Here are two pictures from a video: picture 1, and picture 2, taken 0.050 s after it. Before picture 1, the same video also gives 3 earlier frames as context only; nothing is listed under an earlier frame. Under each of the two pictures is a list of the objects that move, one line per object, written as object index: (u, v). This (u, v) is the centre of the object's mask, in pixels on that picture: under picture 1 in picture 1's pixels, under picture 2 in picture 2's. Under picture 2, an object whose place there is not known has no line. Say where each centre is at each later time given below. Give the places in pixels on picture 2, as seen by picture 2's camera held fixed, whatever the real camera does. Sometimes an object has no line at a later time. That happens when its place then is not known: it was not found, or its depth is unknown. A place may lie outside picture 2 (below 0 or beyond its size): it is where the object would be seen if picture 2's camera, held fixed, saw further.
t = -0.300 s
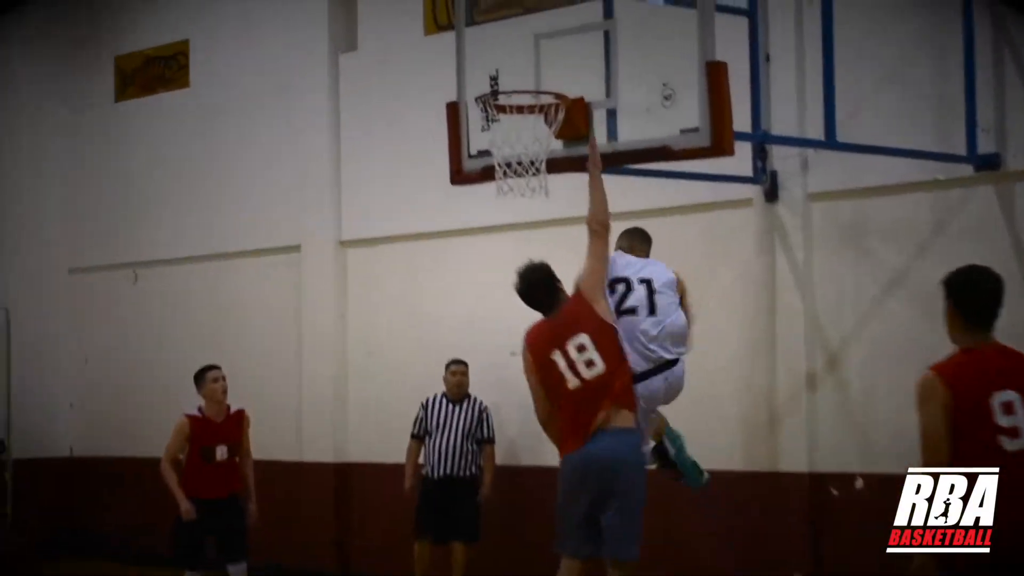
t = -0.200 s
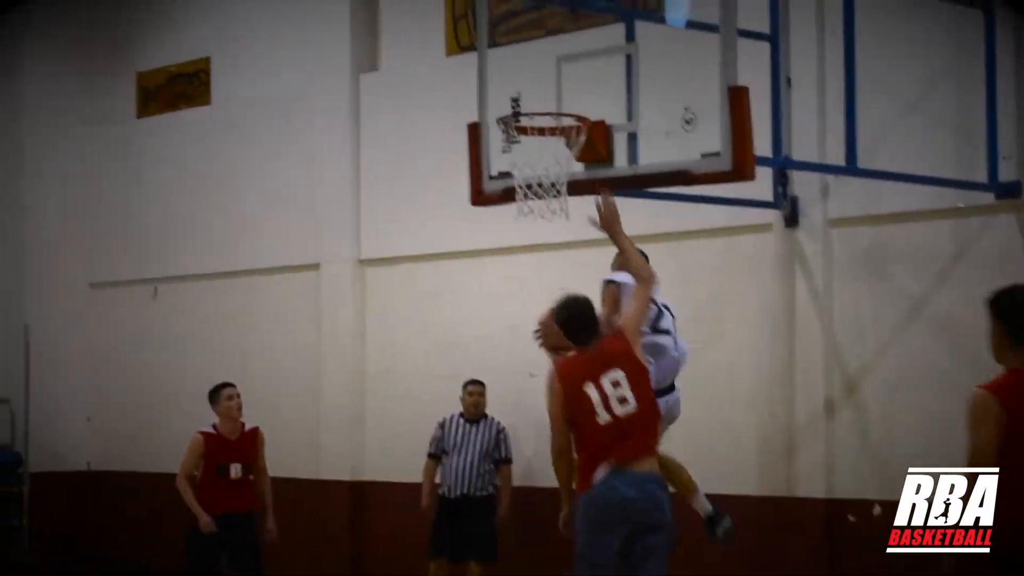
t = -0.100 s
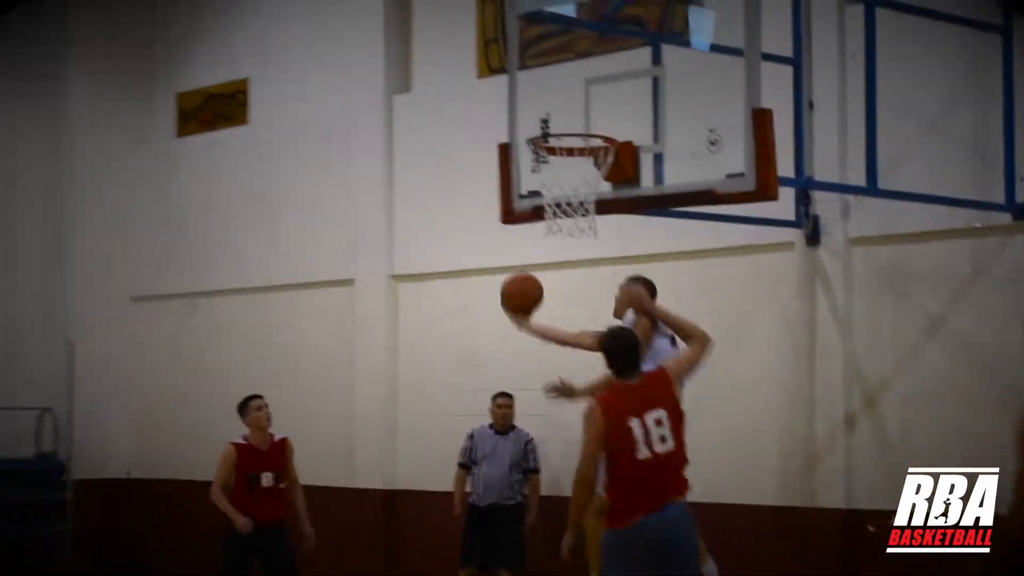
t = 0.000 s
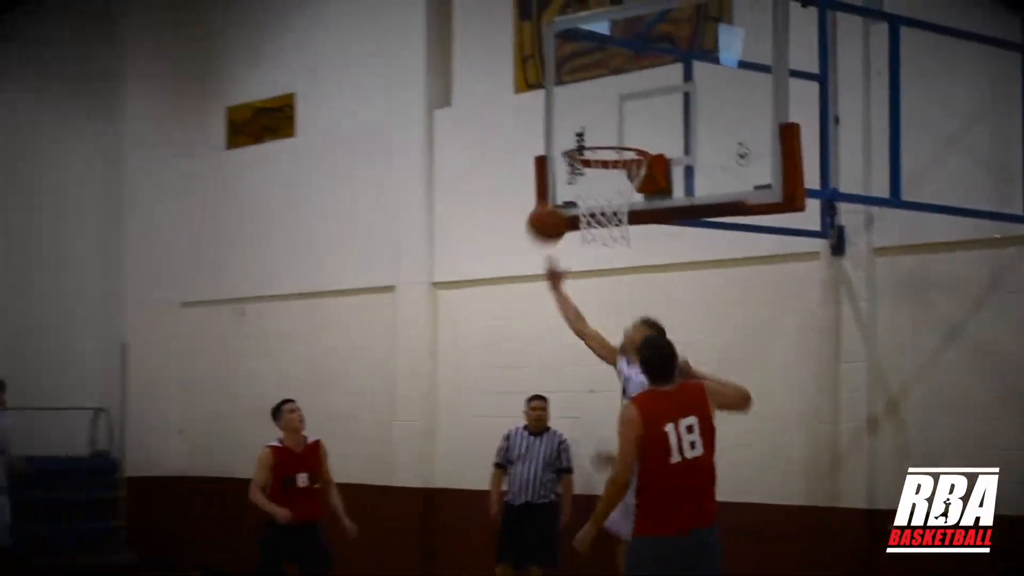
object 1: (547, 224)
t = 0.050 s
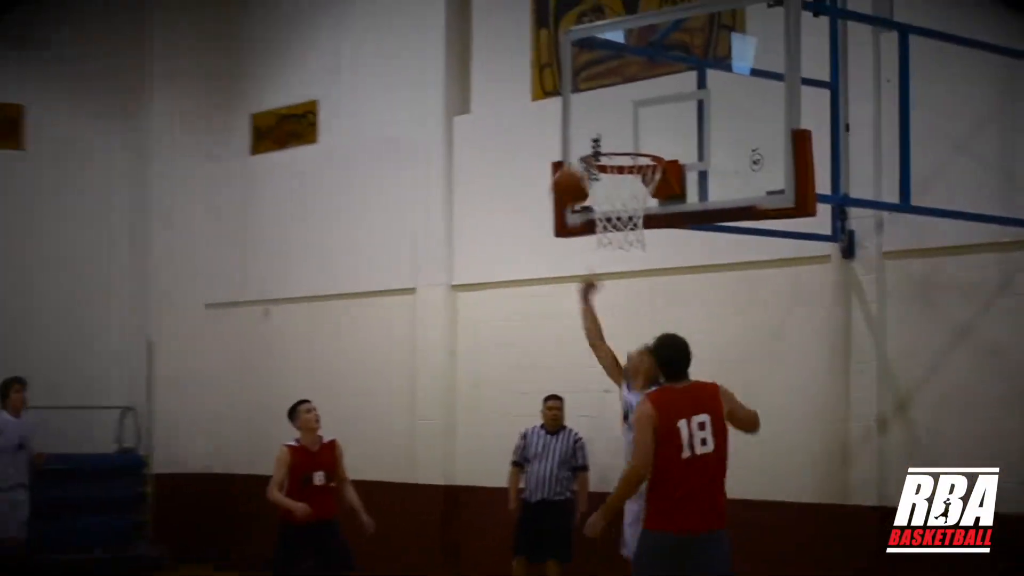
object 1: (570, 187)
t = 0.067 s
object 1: (574, 173)
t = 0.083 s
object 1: (572, 160)
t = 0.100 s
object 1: (576, 147)
